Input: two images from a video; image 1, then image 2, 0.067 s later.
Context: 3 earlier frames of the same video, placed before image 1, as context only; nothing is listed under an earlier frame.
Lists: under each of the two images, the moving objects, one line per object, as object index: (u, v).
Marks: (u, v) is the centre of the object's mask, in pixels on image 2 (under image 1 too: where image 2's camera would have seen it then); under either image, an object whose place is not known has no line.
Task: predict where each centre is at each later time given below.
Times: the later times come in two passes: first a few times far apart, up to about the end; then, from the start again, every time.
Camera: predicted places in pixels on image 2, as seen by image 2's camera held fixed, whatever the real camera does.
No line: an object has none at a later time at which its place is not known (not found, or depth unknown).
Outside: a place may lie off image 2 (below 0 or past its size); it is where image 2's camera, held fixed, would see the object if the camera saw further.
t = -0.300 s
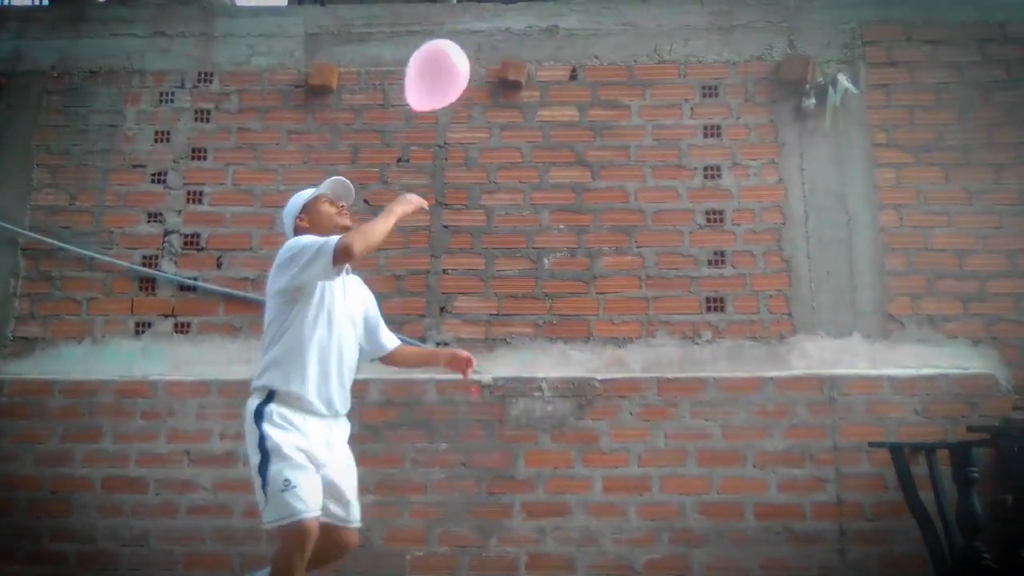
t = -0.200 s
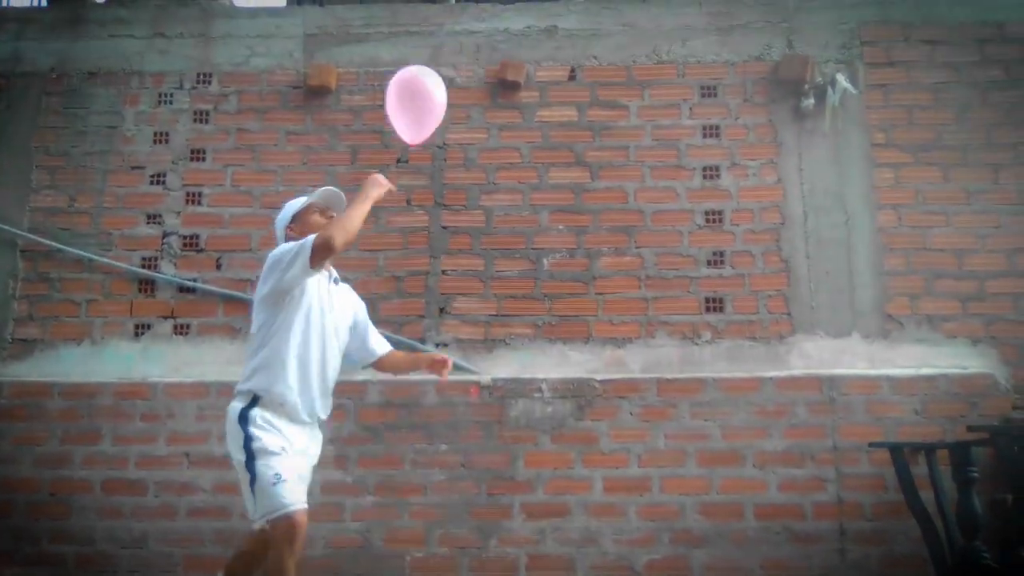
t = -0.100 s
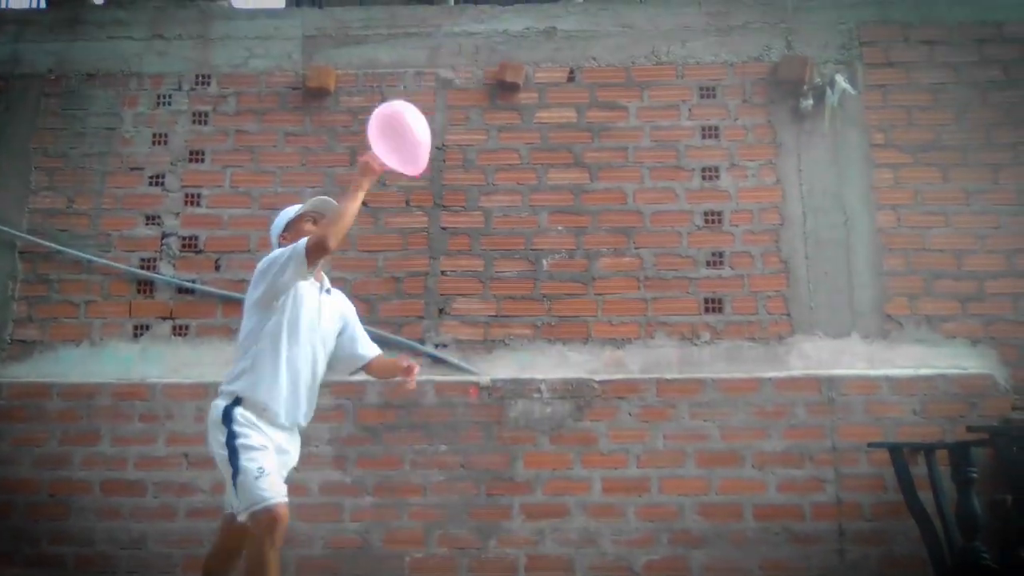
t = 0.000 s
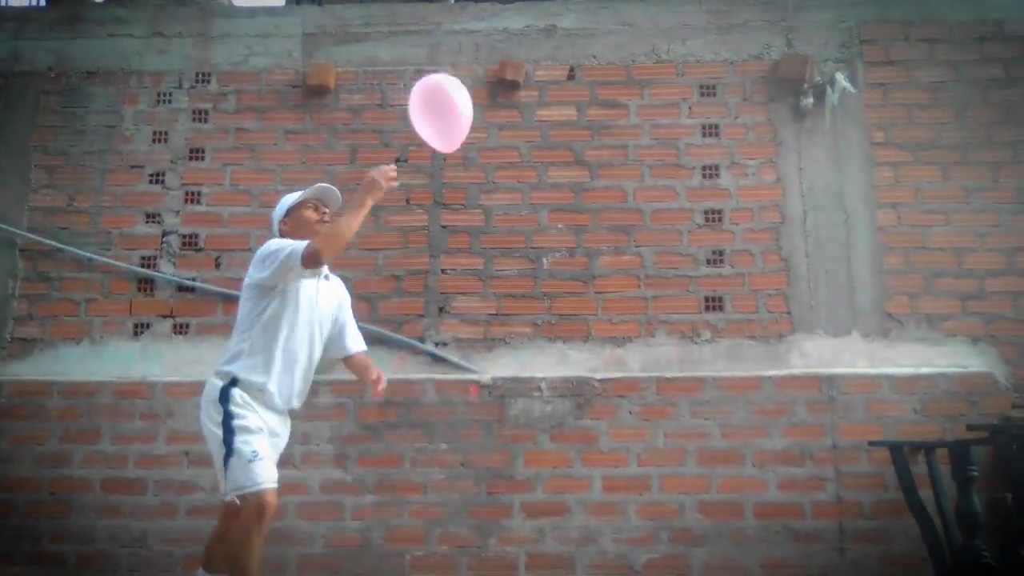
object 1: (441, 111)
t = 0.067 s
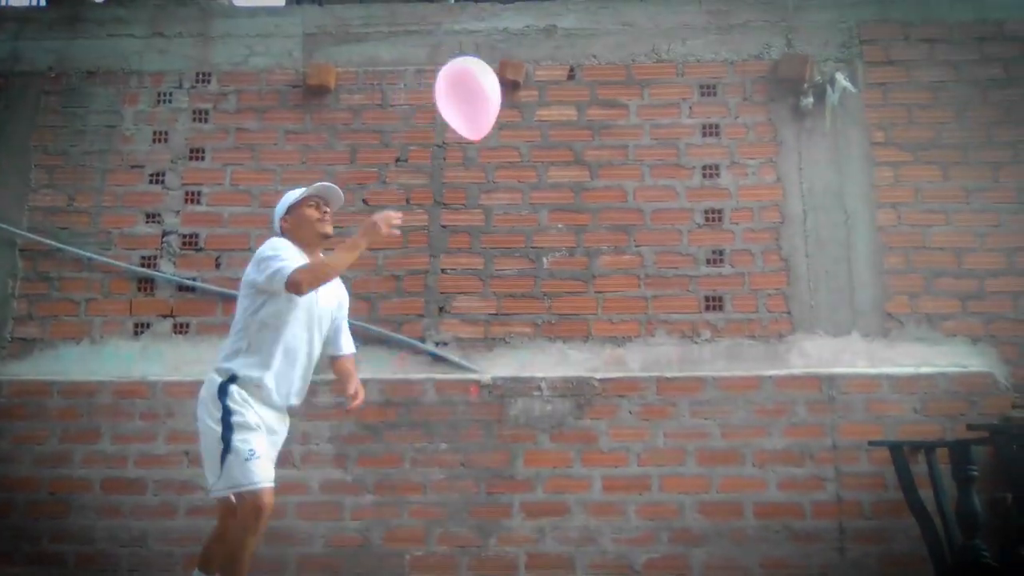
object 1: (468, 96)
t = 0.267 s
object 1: (529, 69)
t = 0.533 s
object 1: (579, 77)
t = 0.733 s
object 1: (609, 115)
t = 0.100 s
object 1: (481, 90)
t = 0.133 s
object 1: (493, 85)
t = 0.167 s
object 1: (503, 80)
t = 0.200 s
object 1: (512, 76)
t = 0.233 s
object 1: (521, 72)
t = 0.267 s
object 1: (529, 69)
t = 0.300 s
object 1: (537, 67)
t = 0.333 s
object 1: (543, 66)
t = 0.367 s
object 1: (550, 66)
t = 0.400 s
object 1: (556, 66)
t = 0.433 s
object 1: (562, 68)
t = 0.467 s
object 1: (568, 70)
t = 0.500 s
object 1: (574, 73)
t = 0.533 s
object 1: (579, 77)
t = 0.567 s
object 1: (585, 81)
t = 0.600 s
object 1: (590, 86)
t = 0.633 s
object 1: (595, 92)
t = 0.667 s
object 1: (600, 99)
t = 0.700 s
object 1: (604, 107)
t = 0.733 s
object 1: (609, 115)
